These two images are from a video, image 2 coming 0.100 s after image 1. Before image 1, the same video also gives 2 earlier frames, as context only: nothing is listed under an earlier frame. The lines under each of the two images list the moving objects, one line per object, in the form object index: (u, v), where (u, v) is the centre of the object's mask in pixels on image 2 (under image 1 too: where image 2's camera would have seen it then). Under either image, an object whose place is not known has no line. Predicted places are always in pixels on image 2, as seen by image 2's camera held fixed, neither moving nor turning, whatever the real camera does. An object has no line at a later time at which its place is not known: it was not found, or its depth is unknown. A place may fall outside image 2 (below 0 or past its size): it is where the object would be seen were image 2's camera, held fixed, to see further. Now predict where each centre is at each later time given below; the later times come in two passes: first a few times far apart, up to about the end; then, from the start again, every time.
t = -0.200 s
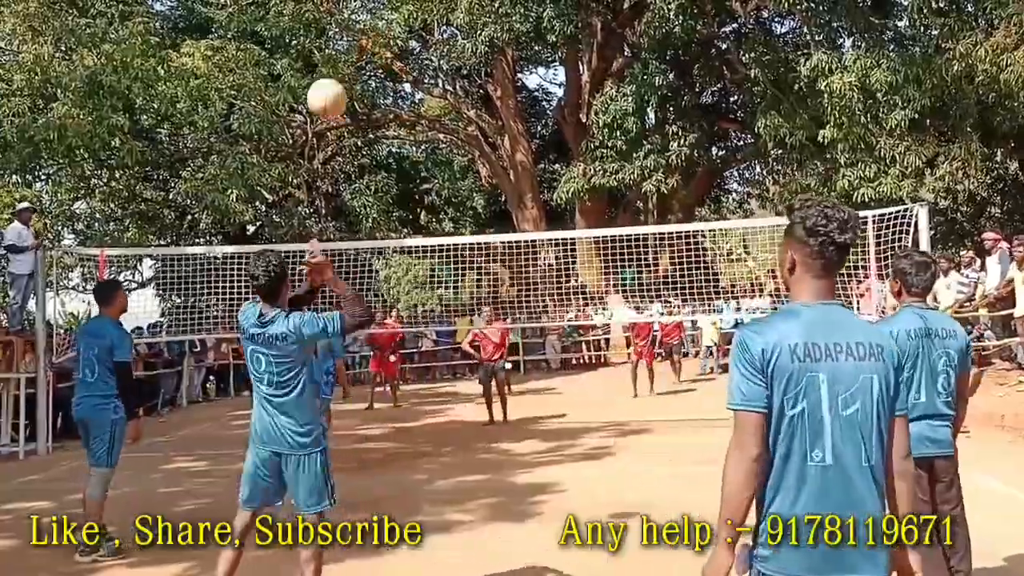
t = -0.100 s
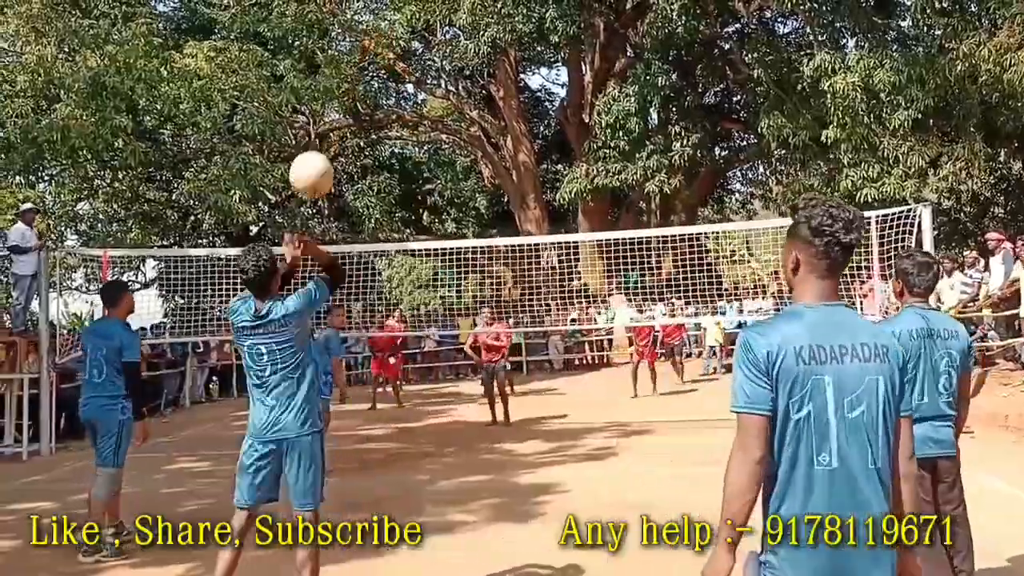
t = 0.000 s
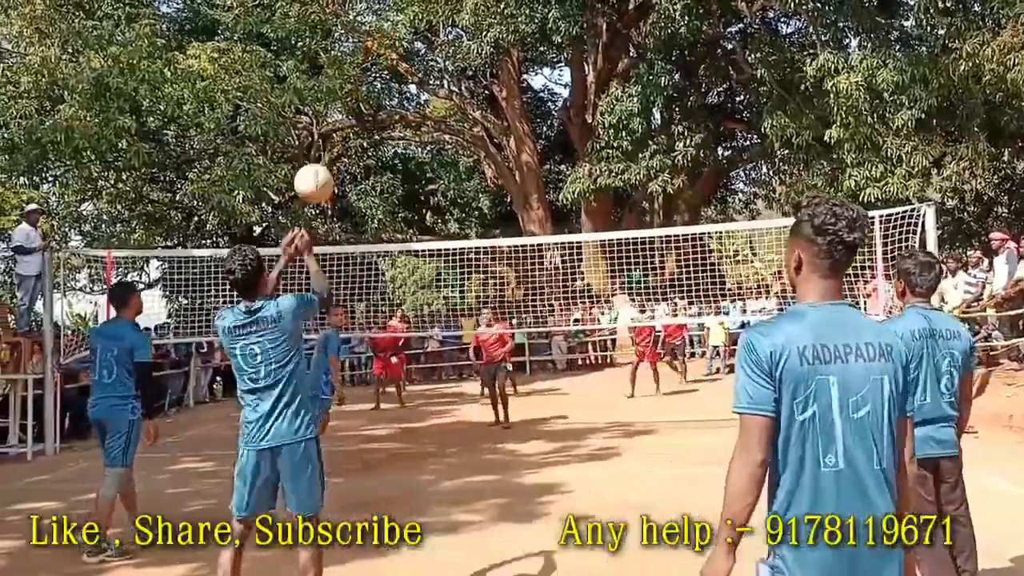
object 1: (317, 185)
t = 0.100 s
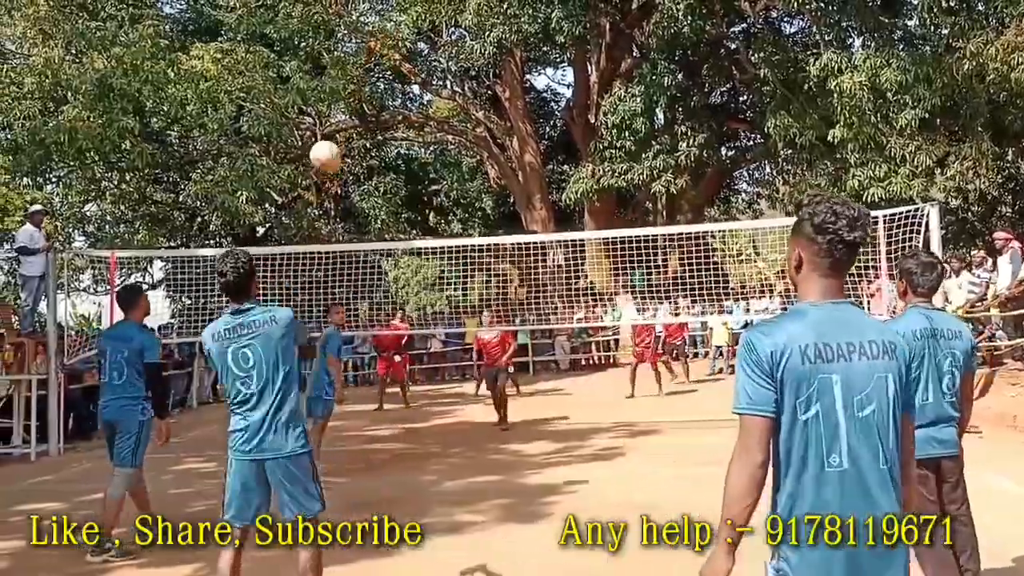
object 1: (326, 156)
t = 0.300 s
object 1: (337, 156)
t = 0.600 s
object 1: (352, 208)
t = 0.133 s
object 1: (327, 152)
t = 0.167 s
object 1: (329, 151)
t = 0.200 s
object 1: (331, 150)
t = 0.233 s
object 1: (333, 151)
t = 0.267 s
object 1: (336, 154)
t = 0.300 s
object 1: (337, 156)
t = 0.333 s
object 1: (338, 158)
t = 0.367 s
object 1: (339, 160)
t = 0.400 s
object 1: (343, 170)
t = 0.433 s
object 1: (345, 175)
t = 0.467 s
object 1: (347, 182)
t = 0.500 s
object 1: (348, 187)
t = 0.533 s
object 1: (350, 194)
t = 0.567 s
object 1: (351, 200)
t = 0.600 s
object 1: (352, 208)
